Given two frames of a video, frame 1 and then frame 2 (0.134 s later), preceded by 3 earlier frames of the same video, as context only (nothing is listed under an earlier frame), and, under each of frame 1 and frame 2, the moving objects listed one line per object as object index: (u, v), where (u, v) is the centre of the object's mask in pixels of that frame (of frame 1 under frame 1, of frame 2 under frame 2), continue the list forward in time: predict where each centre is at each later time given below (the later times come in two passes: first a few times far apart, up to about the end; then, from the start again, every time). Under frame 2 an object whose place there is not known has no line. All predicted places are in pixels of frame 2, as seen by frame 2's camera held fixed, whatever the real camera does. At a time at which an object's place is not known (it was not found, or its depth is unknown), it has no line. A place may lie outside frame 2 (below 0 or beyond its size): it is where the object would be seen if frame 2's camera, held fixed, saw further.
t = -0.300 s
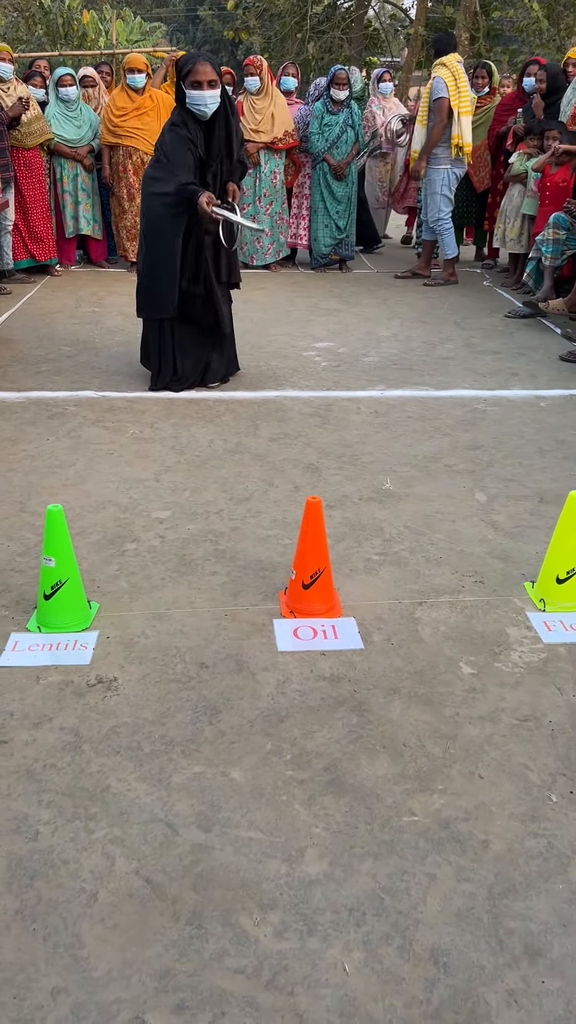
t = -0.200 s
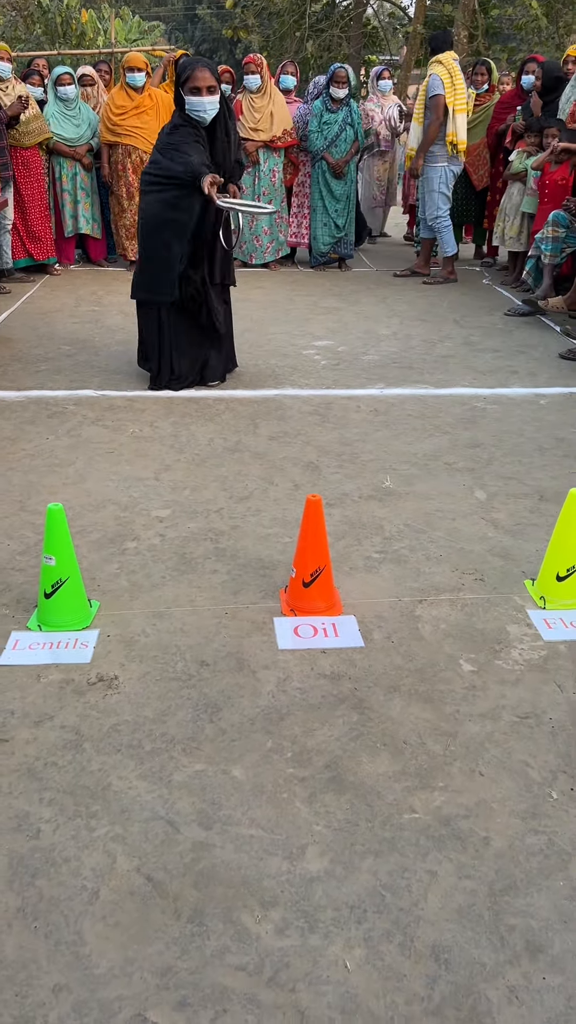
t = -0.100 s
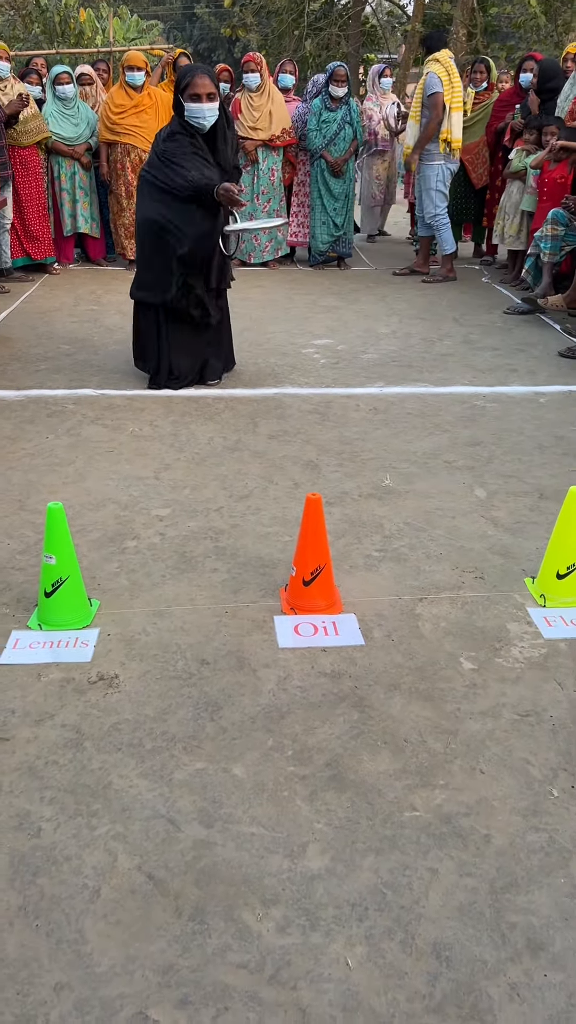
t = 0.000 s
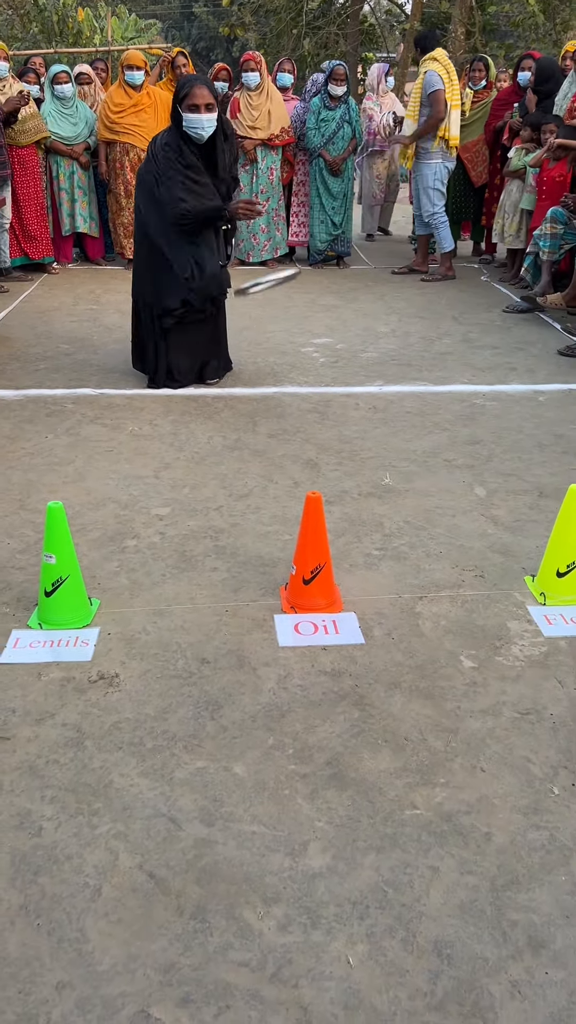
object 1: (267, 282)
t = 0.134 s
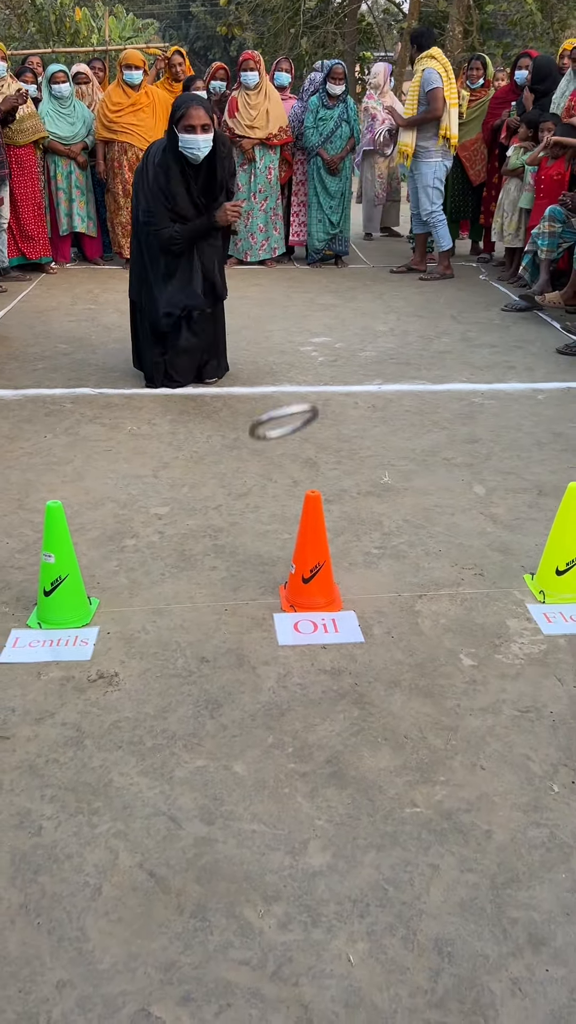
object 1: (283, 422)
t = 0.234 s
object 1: (268, 545)
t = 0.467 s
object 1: (258, 535)
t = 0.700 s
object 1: (221, 547)
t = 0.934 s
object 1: (209, 550)
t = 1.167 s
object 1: (215, 557)
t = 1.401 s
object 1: (240, 578)
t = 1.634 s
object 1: (246, 555)
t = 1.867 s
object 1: (255, 569)
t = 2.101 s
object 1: (244, 573)
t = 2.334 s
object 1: (246, 578)
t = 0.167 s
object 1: (288, 468)
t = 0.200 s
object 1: (277, 516)
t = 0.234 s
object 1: (268, 545)
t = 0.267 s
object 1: (267, 536)
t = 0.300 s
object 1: (266, 530)
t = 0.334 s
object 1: (276, 529)
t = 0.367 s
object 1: (272, 528)
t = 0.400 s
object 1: (267, 531)
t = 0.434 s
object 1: (263, 538)
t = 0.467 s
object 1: (258, 535)
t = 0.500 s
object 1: (253, 534)
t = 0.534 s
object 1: (249, 537)
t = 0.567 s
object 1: (243, 539)
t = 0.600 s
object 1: (238, 540)
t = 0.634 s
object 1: (232, 543)
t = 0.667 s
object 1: (226, 545)
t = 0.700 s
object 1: (221, 547)
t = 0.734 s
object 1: (216, 549)
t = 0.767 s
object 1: (214, 549)
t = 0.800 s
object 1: (211, 548)
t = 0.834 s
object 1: (210, 548)
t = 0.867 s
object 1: (209, 548)
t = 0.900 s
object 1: (209, 549)
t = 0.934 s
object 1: (209, 550)
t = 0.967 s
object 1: (209, 550)
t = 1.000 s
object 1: (210, 551)
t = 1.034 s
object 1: (211, 552)
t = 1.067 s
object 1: (211, 553)
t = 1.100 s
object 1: (212, 555)
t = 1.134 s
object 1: (214, 556)
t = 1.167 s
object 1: (215, 557)
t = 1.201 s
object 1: (217, 559)
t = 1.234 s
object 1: (220, 561)
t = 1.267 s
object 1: (222, 565)
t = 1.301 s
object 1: (226, 568)
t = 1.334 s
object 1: (231, 571)
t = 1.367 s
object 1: (236, 575)
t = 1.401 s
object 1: (240, 578)
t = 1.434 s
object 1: (245, 577)
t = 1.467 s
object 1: (247, 573)
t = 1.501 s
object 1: (249, 568)
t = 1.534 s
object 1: (249, 563)
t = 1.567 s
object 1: (248, 559)
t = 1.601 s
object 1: (247, 557)
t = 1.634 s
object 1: (246, 555)
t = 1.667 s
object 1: (245, 555)
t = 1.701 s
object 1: (244, 555)
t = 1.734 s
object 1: (245, 556)
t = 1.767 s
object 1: (247, 558)
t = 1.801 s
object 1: (249, 561)
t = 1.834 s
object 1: (251, 565)
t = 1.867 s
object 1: (255, 569)
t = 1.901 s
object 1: (254, 571)
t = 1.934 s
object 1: (248, 573)
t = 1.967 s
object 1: (244, 576)
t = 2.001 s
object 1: (242, 577)
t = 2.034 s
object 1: (242, 573)
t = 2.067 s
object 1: (243, 572)
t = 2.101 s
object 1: (244, 573)
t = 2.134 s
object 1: (245, 576)
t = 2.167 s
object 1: (247, 576)
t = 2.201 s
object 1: (247, 575)
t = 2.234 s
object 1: (248, 576)
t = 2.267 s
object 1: (247, 578)
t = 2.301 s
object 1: (247, 577)
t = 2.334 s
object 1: (246, 578)
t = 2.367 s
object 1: (246, 577)
